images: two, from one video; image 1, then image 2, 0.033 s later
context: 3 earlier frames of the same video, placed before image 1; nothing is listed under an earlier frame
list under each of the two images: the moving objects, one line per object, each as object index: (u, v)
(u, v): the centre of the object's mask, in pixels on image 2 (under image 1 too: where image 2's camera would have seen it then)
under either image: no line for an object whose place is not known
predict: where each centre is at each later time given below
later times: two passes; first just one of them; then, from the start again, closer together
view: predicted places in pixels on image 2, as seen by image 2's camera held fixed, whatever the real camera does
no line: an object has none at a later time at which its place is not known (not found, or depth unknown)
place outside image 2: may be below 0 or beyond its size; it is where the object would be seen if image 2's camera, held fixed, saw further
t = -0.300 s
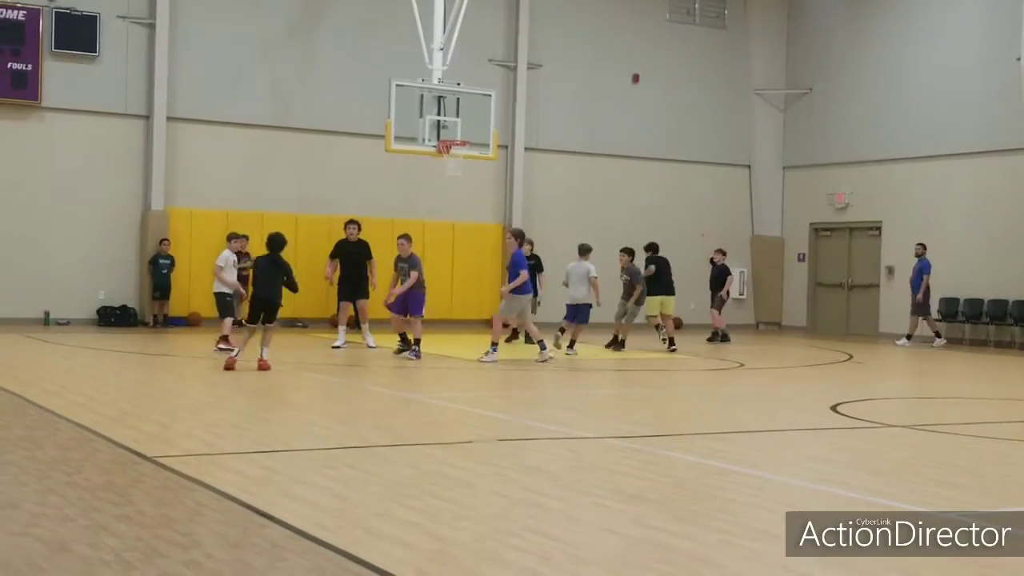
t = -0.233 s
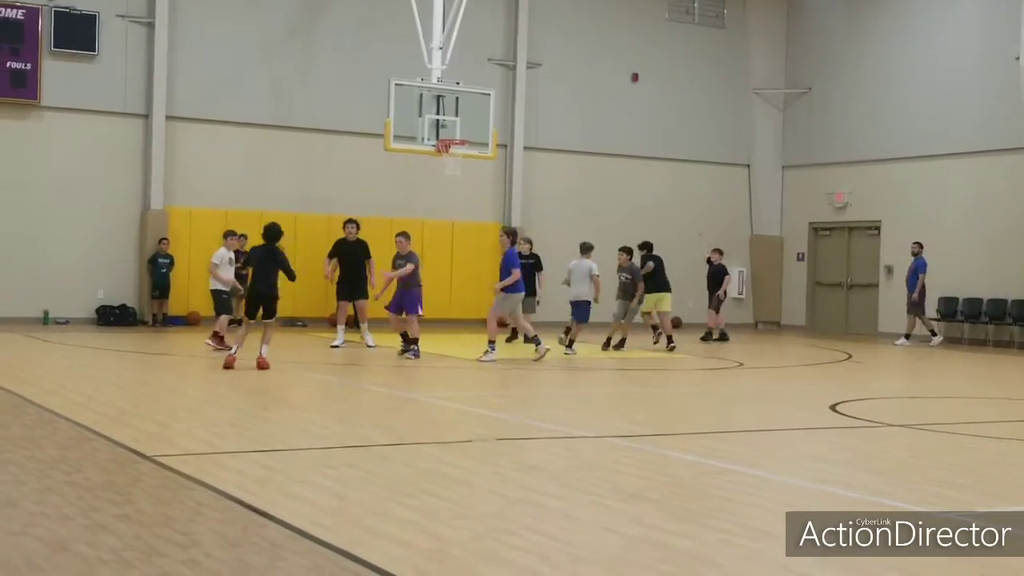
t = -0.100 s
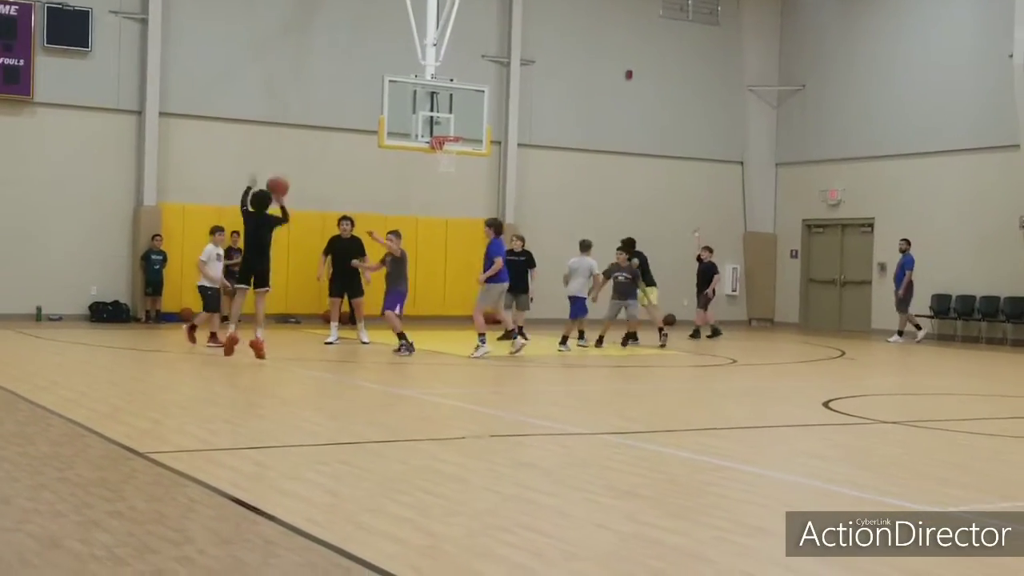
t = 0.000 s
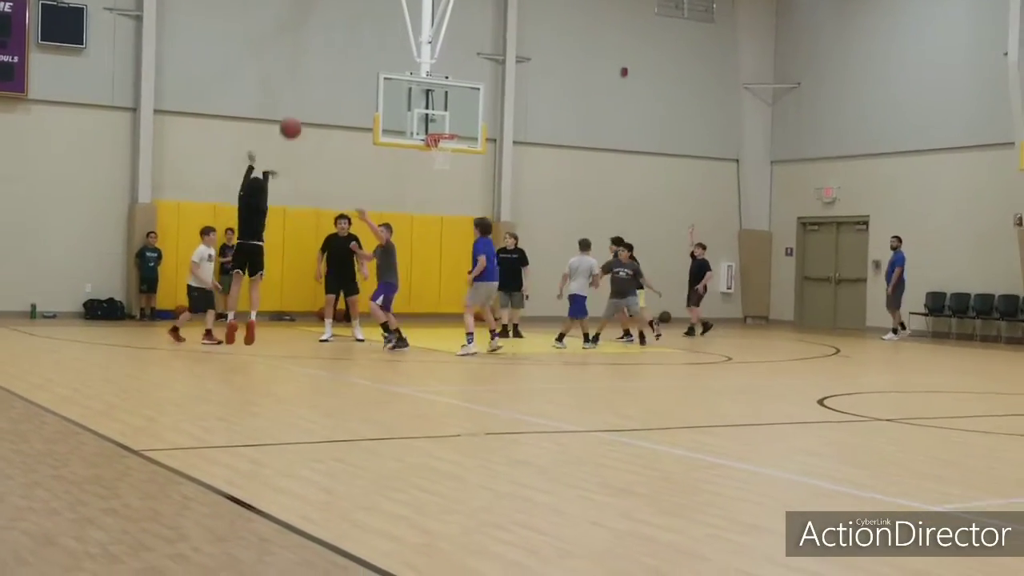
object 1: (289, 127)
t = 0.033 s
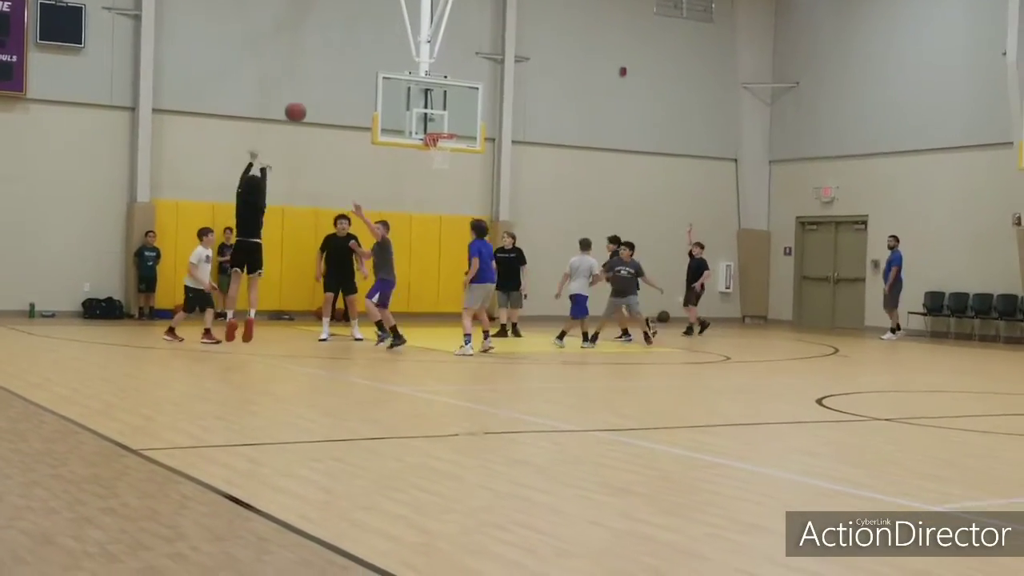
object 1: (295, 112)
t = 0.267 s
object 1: (333, 35)
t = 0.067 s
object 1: (301, 97)
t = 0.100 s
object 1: (306, 83)
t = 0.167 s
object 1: (317, 60)
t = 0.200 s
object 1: (322, 51)
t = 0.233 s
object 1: (327, 42)
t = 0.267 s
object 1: (333, 35)
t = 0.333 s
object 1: (343, 22)
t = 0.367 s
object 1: (347, 18)
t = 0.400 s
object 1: (352, 14)
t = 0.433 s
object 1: (356, 12)
